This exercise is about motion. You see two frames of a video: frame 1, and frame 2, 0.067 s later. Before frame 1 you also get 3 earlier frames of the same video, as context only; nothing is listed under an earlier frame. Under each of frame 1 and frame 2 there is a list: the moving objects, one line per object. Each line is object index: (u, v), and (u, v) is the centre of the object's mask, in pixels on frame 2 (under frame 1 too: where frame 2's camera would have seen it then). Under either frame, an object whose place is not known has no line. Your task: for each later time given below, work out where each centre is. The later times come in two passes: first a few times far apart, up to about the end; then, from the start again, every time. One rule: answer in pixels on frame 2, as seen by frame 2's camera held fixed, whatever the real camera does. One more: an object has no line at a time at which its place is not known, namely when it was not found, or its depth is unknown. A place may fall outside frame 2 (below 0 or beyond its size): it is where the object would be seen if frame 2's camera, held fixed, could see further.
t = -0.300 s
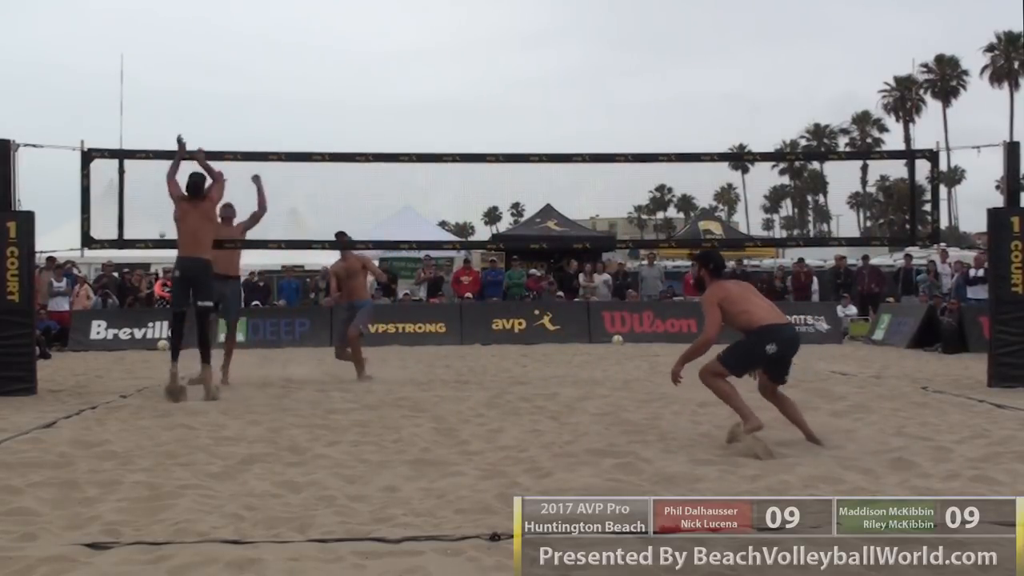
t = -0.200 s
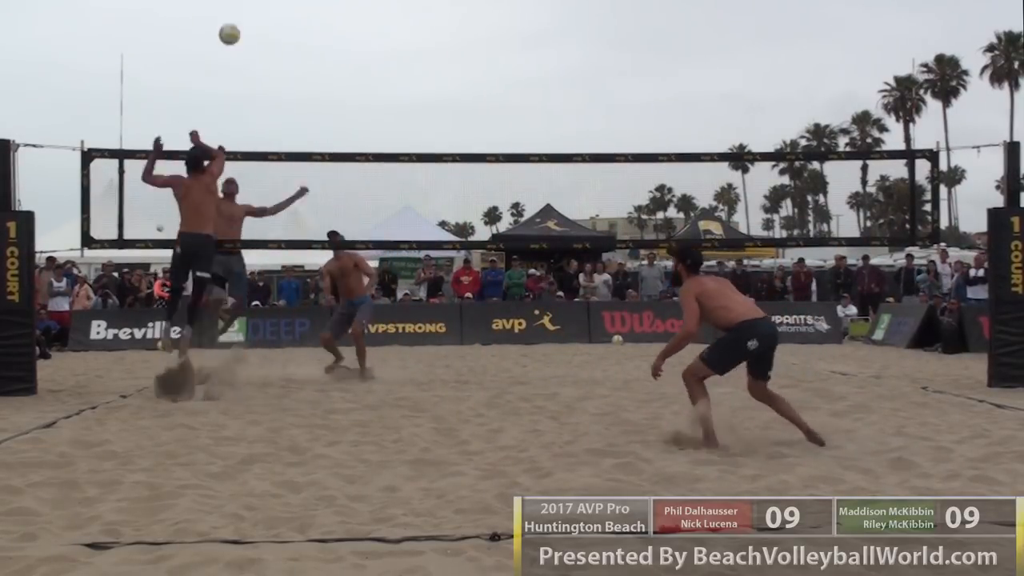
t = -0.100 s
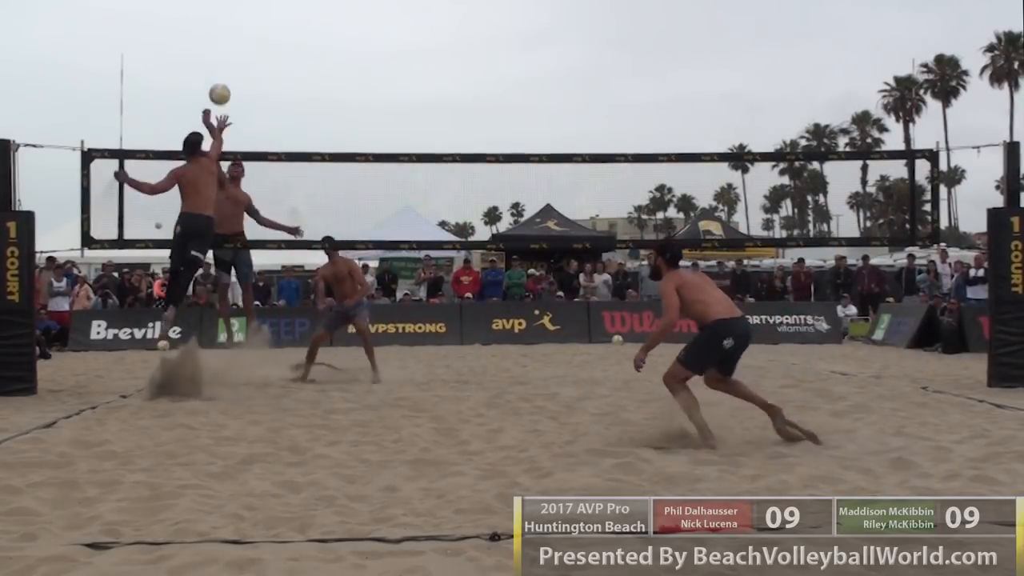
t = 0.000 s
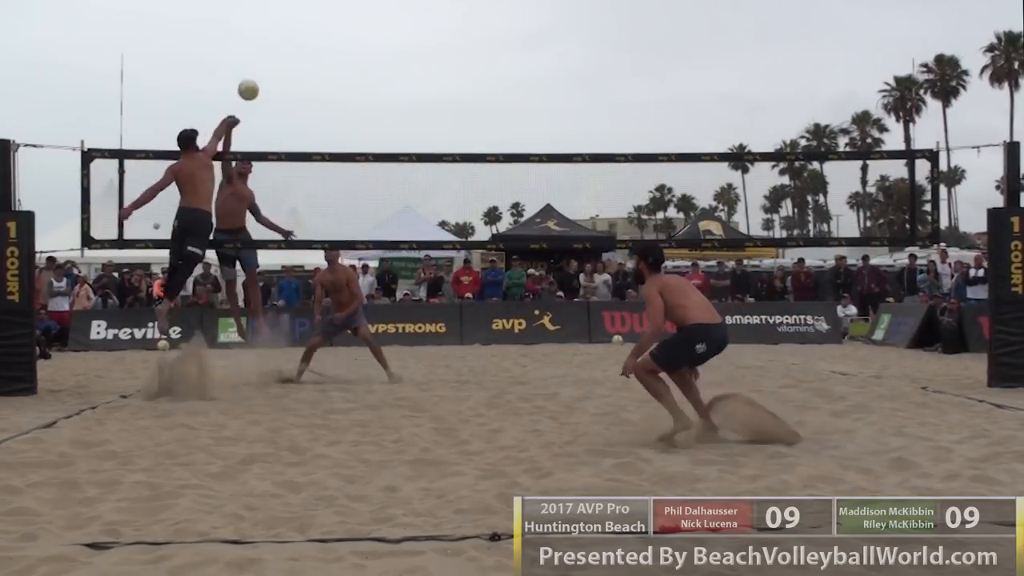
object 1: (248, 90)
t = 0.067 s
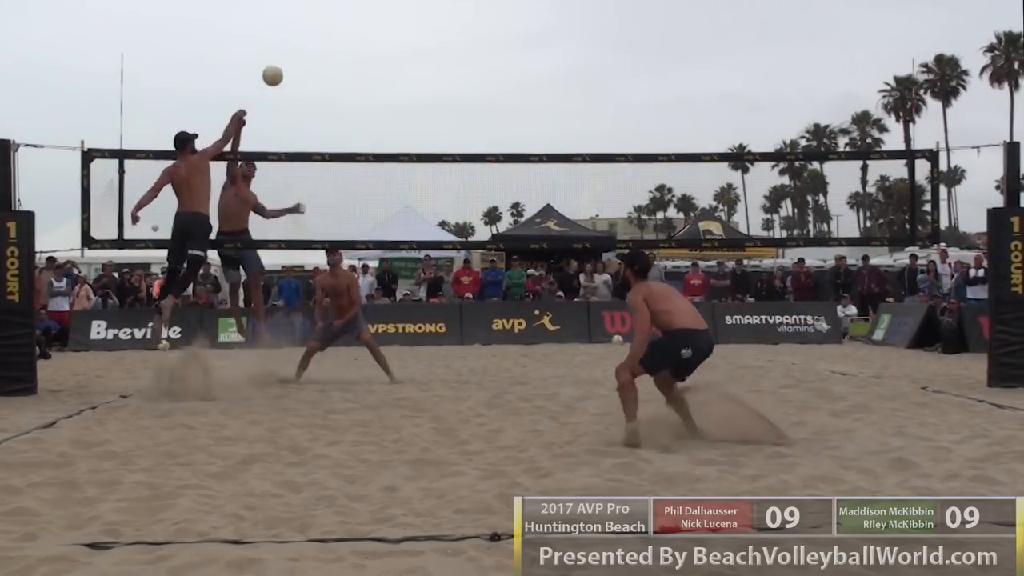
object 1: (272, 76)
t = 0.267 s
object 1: (340, 60)
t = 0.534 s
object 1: (422, 97)
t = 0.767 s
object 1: (488, 180)
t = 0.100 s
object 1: (284, 70)
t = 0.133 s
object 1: (295, 66)
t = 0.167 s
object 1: (307, 63)
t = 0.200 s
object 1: (318, 61)
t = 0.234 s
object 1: (329, 60)
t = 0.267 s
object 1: (340, 60)
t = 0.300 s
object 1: (351, 62)
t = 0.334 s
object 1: (362, 63)
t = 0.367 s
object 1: (372, 67)
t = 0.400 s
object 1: (382, 71)
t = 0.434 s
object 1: (392, 76)
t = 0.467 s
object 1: (402, 82)
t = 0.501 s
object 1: (412, 90)
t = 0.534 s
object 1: (422, 97)
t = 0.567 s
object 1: (432, 107)
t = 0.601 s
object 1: (441, 116)
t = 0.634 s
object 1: (451, 127)
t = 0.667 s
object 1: (460, 139)
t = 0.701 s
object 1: (469, 148)
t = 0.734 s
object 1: (479, 168)
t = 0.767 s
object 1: (488, 180)
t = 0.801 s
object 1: (497, 195)
